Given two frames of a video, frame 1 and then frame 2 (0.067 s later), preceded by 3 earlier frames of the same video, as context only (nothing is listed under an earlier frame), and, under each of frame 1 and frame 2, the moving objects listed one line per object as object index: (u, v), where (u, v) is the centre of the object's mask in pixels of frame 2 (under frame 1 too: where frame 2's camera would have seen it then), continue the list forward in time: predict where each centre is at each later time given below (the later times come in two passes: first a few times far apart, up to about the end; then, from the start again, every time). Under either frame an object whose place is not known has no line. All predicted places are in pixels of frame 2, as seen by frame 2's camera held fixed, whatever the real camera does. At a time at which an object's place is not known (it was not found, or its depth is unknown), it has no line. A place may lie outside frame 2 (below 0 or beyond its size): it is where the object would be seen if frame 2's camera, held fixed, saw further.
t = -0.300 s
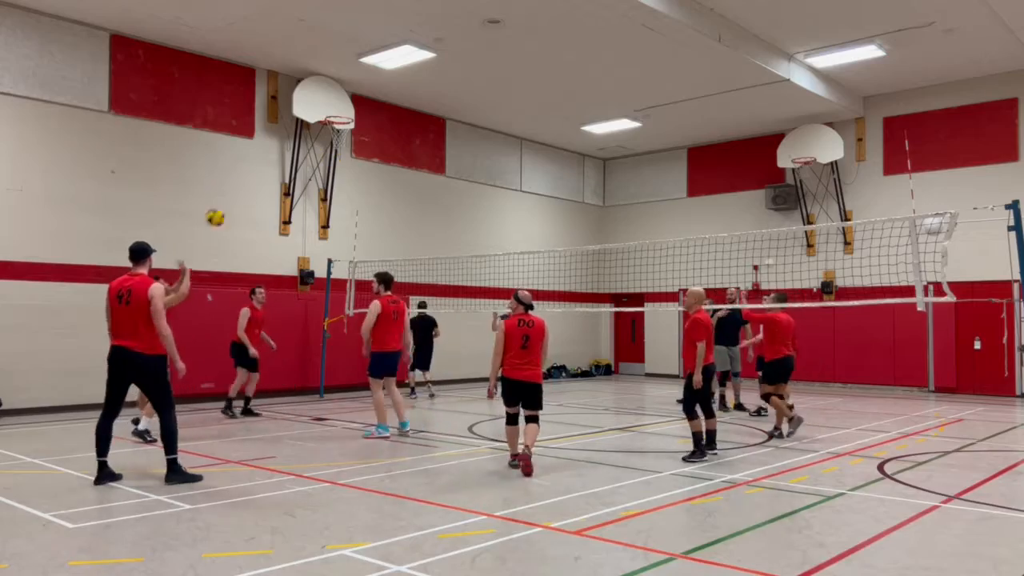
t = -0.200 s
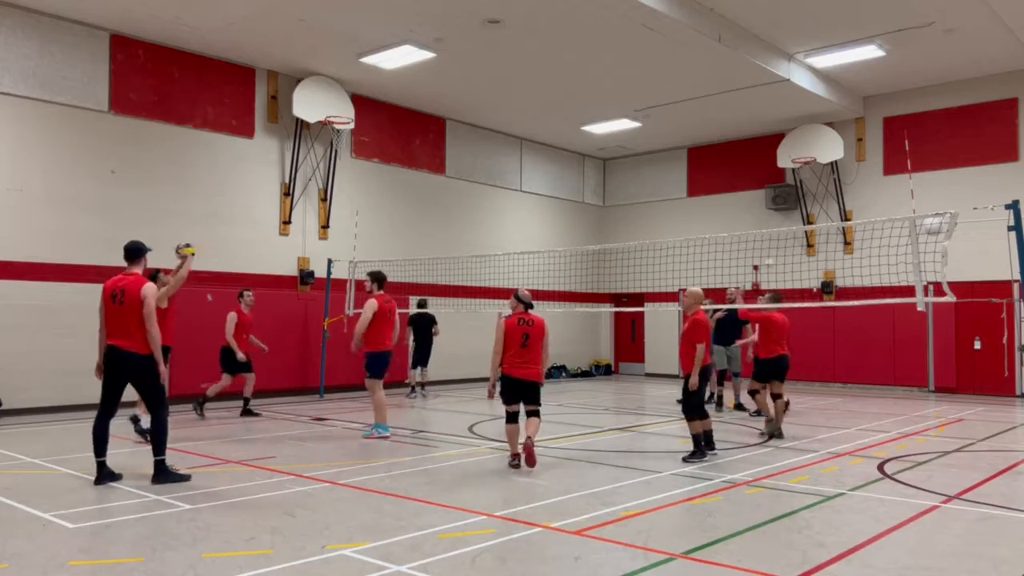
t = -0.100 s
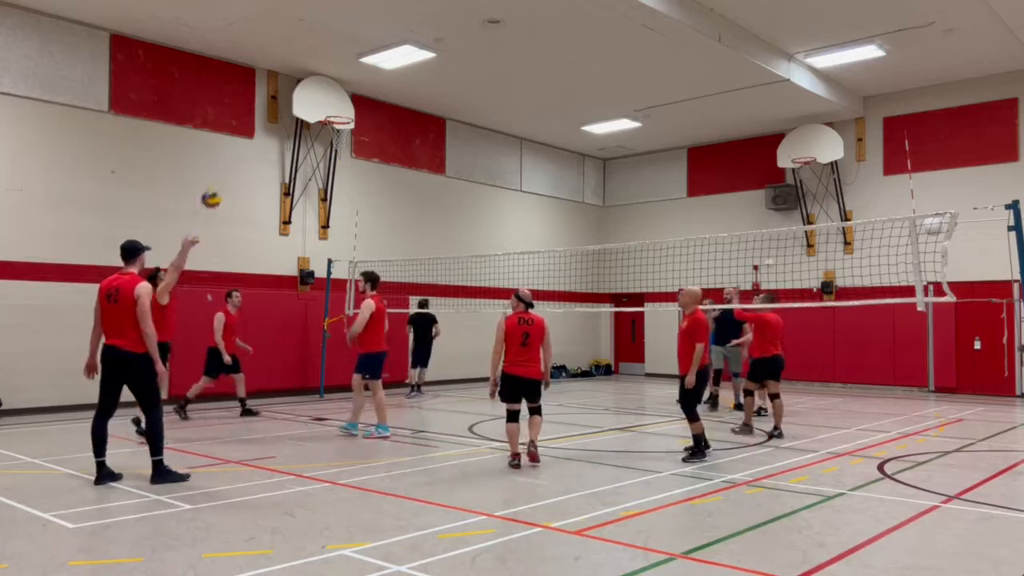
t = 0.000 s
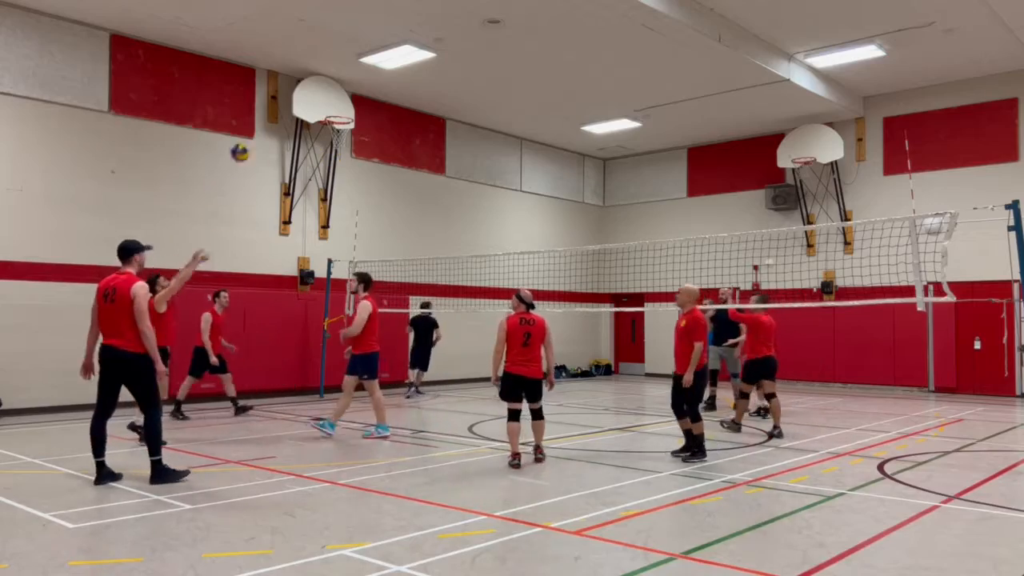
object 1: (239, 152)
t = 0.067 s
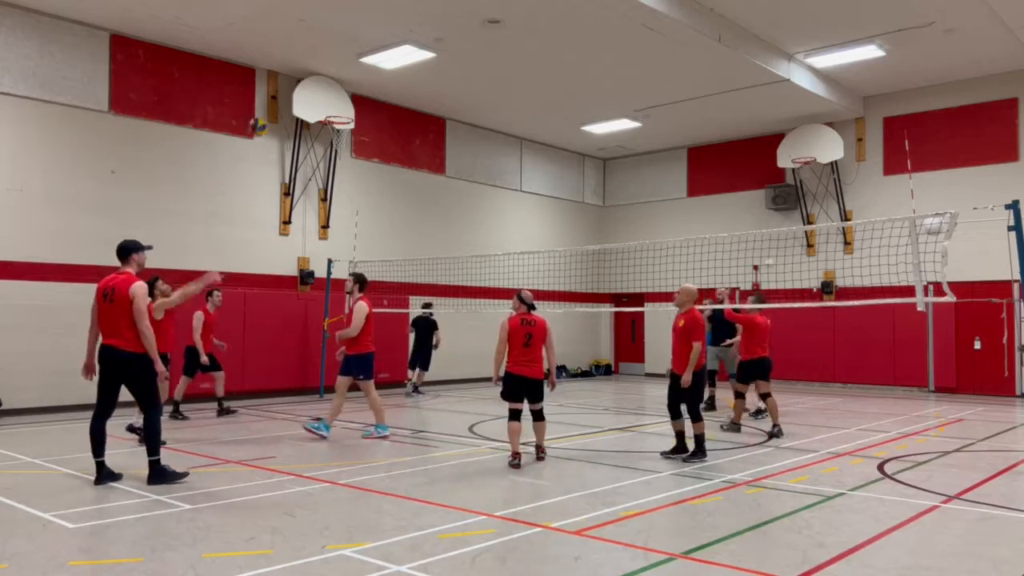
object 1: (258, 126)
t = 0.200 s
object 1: (294, 88)
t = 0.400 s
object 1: (346, 59)
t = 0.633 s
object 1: (405, 70)
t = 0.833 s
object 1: (453, 115)
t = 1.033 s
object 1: (497, 191)
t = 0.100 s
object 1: (267, 114)
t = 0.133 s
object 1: (277, 104)
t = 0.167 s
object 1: (285, 95)
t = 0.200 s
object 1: (294, 88)
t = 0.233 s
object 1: (303, 81)
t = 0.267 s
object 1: (311, 74)
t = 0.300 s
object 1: (320, 69)
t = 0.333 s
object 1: (330, 65)
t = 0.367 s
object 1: (338, 62)
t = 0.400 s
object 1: (346, 59)
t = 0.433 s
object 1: (354, 58)
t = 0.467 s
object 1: (363, 58)
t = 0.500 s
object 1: (371, 59)
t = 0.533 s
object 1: (380, 60)
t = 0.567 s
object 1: (388, 63)
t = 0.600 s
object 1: (397, 66)
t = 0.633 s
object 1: (405, 70)
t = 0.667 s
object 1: (413, 75)
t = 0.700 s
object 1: (421, 81)
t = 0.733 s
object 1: (429, 88)
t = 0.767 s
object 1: (437, 96)
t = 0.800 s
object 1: (445, 105)
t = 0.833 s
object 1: (453, 115)
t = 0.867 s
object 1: (460, 124)
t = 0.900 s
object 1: (468, 136)
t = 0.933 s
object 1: (476, 149)
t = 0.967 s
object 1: (483, 163)
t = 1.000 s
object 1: (490, 176)
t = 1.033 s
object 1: (497, 191)
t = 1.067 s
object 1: (504, 206)
